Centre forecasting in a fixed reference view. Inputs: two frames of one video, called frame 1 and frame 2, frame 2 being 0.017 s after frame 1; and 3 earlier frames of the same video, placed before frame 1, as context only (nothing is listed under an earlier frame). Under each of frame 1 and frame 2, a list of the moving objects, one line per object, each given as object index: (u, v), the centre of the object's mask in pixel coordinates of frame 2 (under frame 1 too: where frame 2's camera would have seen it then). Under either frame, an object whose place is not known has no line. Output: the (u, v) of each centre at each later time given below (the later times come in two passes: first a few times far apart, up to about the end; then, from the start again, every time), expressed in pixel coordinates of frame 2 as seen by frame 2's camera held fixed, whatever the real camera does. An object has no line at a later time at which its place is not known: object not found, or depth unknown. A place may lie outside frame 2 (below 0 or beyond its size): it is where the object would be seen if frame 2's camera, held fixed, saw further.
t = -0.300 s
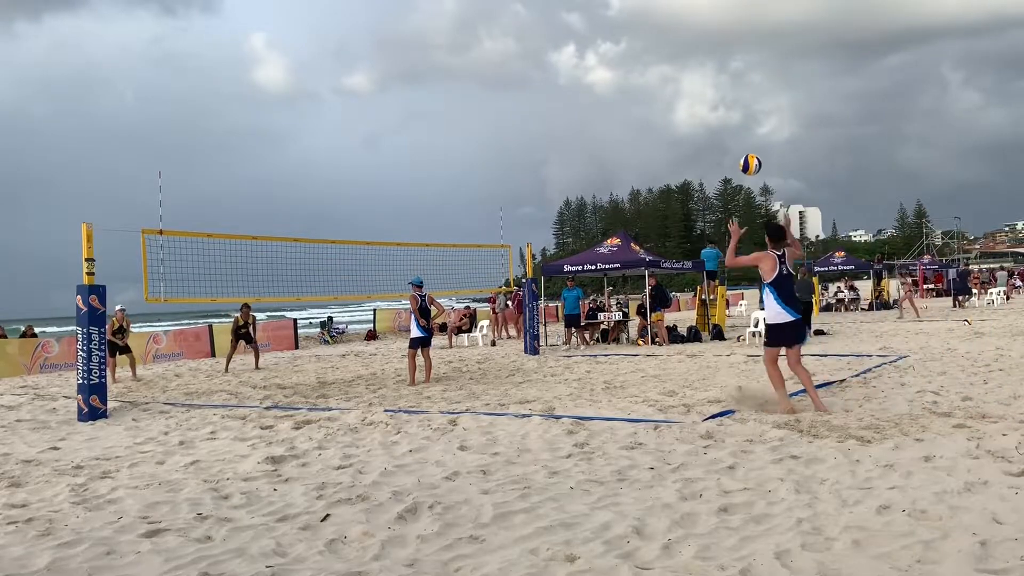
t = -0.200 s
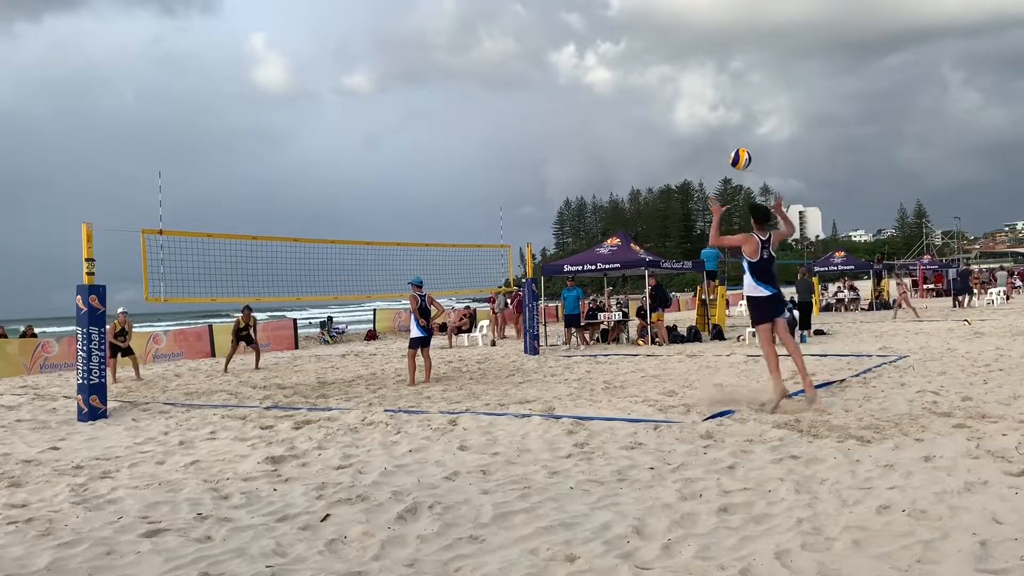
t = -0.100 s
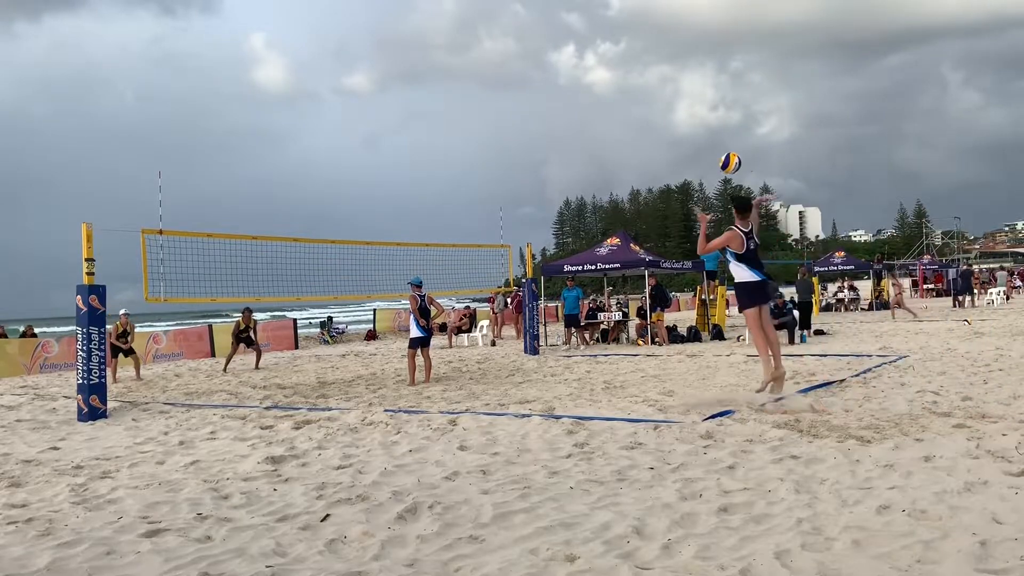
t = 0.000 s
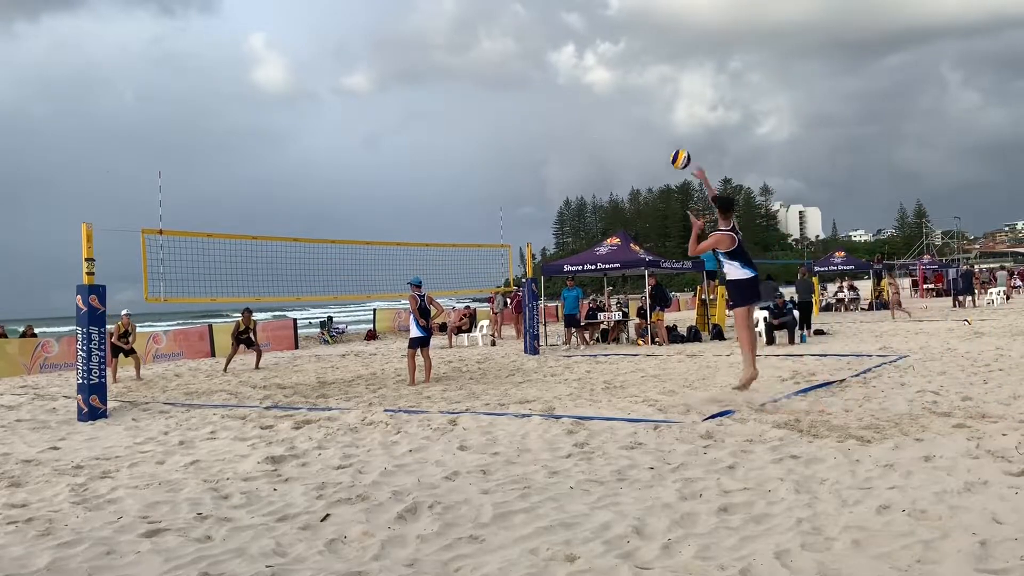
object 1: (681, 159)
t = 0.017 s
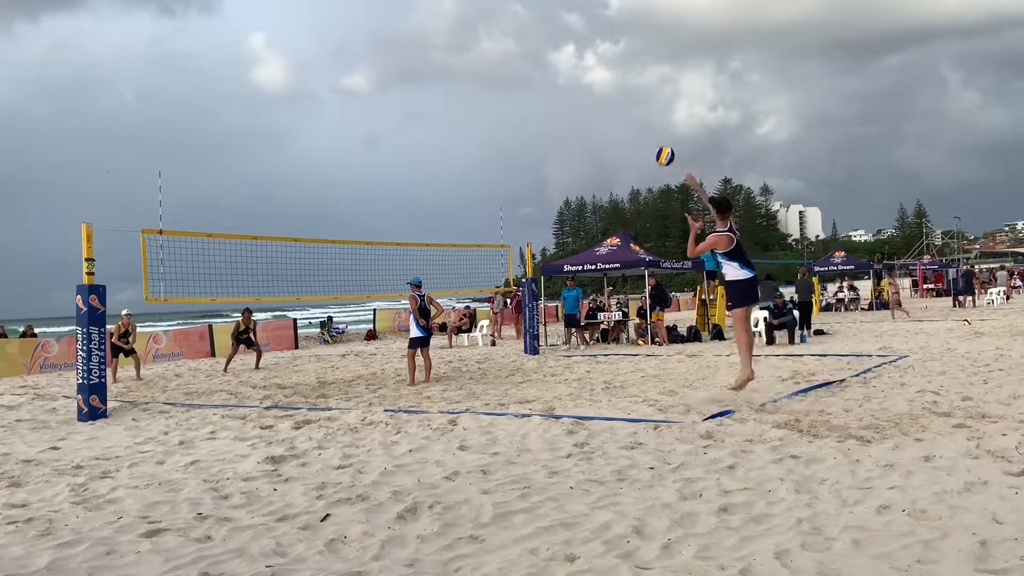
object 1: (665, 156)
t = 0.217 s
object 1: (512, 141)
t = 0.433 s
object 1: (395, 157)
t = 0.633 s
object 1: (314, 188)
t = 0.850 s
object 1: (243, 241)
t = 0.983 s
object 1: (205, 276)
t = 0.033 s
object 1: (650, 153)
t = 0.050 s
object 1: (635, 150)
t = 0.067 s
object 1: (621, 148)
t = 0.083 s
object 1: (607, 146)
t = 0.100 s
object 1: (594, 145)
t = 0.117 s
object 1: (581, 144)
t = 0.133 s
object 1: (569, 143)
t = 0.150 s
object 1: (556, 142)
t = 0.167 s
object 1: (545, 142)
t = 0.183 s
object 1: (533, 142)
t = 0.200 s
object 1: (523, 141)
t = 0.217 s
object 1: (512, 141)
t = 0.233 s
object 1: (502, 142)
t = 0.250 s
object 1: (492, 142)
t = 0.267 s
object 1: (482, 143)
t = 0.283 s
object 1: (472, 144)
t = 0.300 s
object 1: (463, 145)
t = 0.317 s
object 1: (454, 146)
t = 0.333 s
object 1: (445, 148)
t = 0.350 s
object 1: (436, 149)
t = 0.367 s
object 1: (427, 150)
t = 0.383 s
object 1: (419, 152)
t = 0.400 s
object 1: (411, 153)
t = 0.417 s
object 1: (403, 155)
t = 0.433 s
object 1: (395, 157)
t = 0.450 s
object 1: (387, 158)
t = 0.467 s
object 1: (380, 161)
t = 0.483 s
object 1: (373, 163)
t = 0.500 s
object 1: (366, 165)
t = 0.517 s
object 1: (359, 168)
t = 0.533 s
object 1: (352, 170)
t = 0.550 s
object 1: (346, 173)
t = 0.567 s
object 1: (339, 176)
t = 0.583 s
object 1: (333, 179)
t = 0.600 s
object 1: (326, 182)
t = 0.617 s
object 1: (320, 185)
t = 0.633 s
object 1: (314, 188)
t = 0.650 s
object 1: (308, 191)
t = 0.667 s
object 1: (302, 195)
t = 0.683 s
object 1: (296, 198)
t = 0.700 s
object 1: (290, 202)
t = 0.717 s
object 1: (285, 206)
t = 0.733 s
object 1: (280, 210)
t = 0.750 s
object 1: (274, 214)
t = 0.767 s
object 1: (269, 218)
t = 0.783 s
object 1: (263, 222)
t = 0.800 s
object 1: (258, 226)
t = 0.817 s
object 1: (253, 231)
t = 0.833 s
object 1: (248, 233)
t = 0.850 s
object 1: (243, 241)
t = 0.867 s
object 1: (238, 244)
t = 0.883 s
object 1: (233, 249)
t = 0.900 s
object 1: (228, 253)
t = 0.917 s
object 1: (223, 258)
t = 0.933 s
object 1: (218, 262)
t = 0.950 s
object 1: (214, 267)
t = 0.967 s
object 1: (209, 271)
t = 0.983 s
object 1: (205, 276)
